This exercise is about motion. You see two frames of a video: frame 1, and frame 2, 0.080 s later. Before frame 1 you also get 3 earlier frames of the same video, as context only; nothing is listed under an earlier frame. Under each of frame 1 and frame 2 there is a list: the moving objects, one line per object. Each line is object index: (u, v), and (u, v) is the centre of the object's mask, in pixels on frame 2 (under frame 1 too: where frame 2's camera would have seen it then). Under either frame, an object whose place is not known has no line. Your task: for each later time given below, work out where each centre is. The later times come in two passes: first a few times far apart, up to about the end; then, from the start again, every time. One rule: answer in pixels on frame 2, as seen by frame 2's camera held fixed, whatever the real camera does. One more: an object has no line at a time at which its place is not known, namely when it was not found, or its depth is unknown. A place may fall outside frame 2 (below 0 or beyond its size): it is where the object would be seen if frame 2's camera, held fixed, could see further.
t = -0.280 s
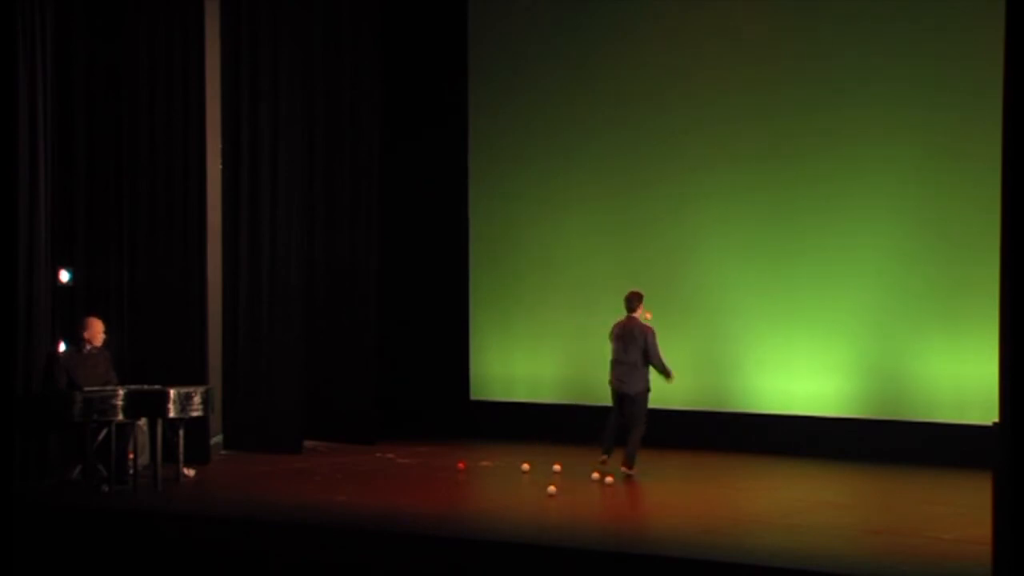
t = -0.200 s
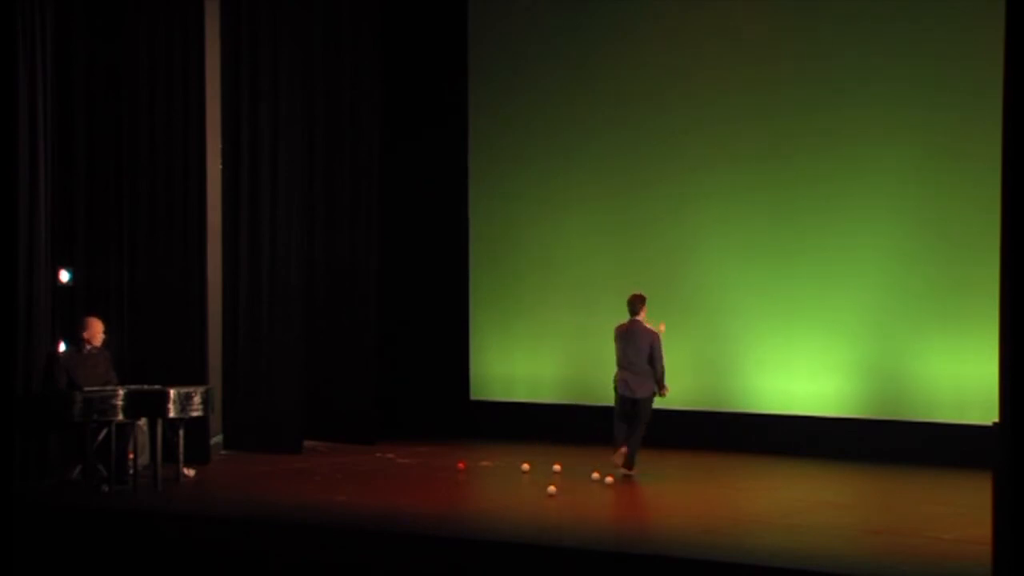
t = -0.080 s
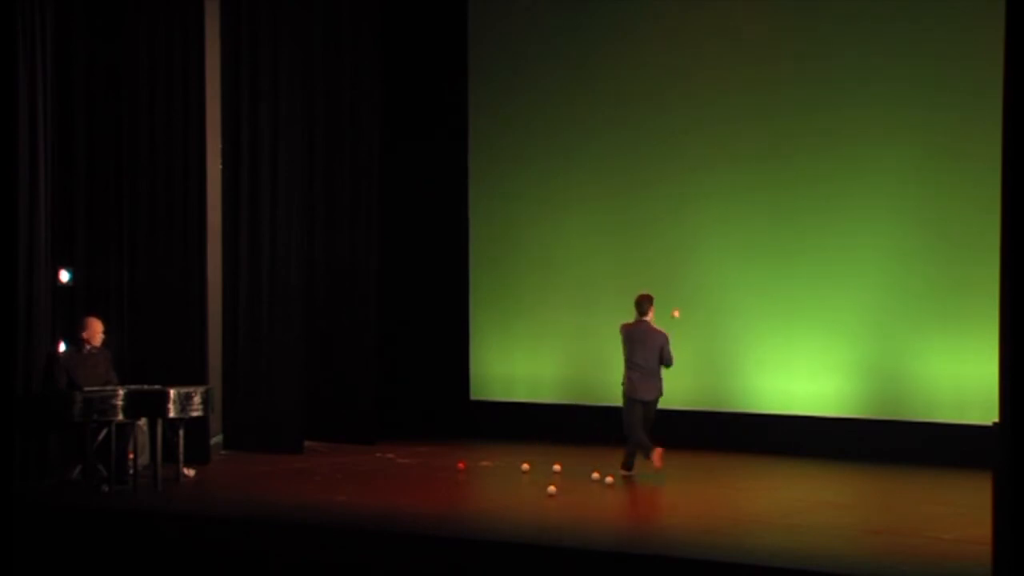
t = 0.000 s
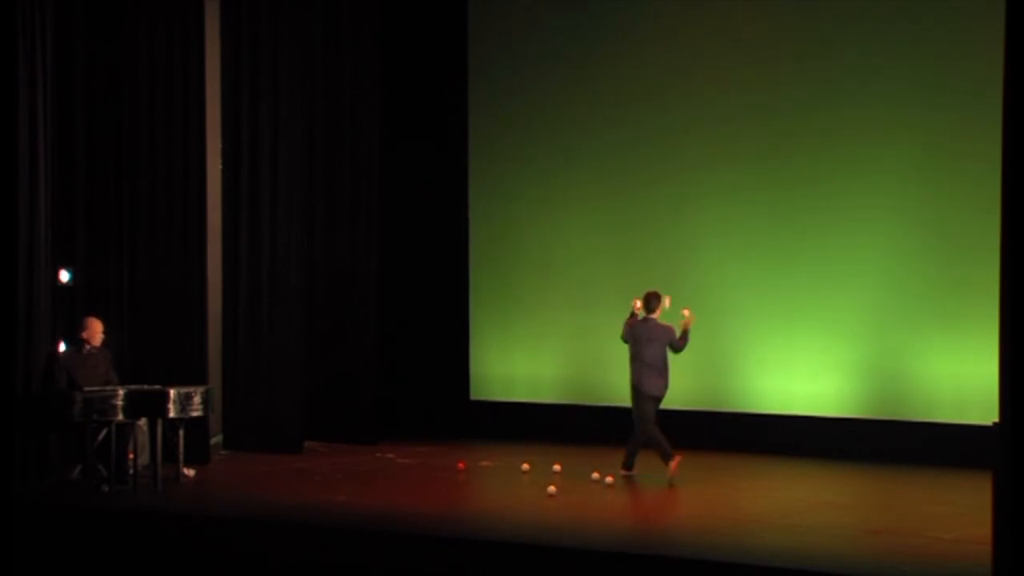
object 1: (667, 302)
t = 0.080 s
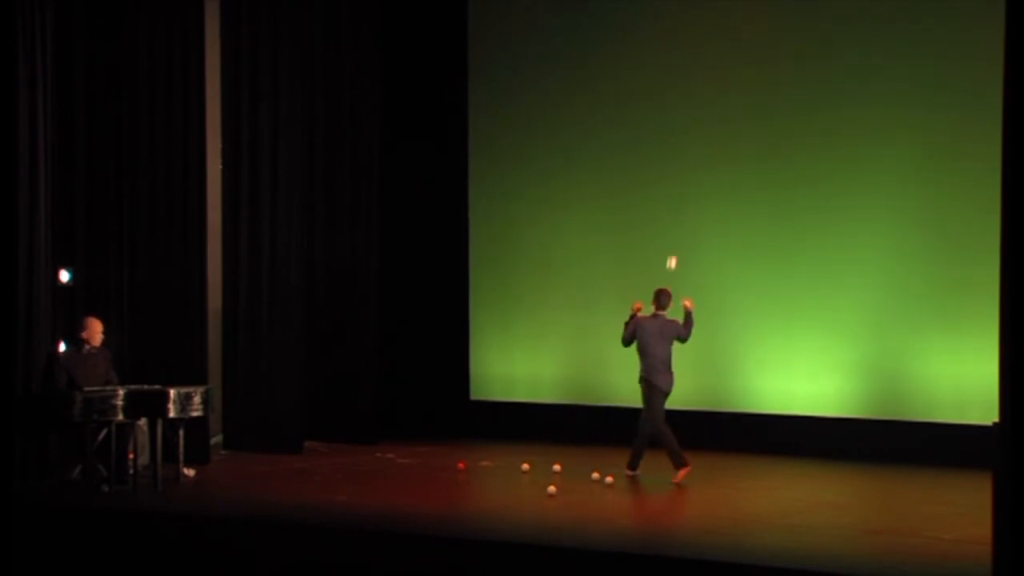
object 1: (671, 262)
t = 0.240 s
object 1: (683, 201)
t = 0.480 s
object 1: (702, 161)
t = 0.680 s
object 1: (718, 175)
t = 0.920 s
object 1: (737, 253)
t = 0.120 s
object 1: (674, 245)
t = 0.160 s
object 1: (678, 228)
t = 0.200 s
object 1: (680, 214)
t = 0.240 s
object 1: (683, 201)
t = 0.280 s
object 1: (686, 190)
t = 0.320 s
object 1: (690, 181)
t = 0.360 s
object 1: (692, 173)
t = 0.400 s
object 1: (696, 167)
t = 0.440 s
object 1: (699, 163)
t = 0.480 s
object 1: (702, 161)
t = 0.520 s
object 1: (705, 160)
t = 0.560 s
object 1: (708, 161)
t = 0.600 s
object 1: (711, 164)
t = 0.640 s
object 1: (714, 169)
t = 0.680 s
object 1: (718, 175)
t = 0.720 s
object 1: (721, 183)
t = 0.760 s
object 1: (724, 194)
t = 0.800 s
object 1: (727, 206)
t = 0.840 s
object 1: (731, 220)
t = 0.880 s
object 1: (734, 236)
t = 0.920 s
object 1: (737, 253)
